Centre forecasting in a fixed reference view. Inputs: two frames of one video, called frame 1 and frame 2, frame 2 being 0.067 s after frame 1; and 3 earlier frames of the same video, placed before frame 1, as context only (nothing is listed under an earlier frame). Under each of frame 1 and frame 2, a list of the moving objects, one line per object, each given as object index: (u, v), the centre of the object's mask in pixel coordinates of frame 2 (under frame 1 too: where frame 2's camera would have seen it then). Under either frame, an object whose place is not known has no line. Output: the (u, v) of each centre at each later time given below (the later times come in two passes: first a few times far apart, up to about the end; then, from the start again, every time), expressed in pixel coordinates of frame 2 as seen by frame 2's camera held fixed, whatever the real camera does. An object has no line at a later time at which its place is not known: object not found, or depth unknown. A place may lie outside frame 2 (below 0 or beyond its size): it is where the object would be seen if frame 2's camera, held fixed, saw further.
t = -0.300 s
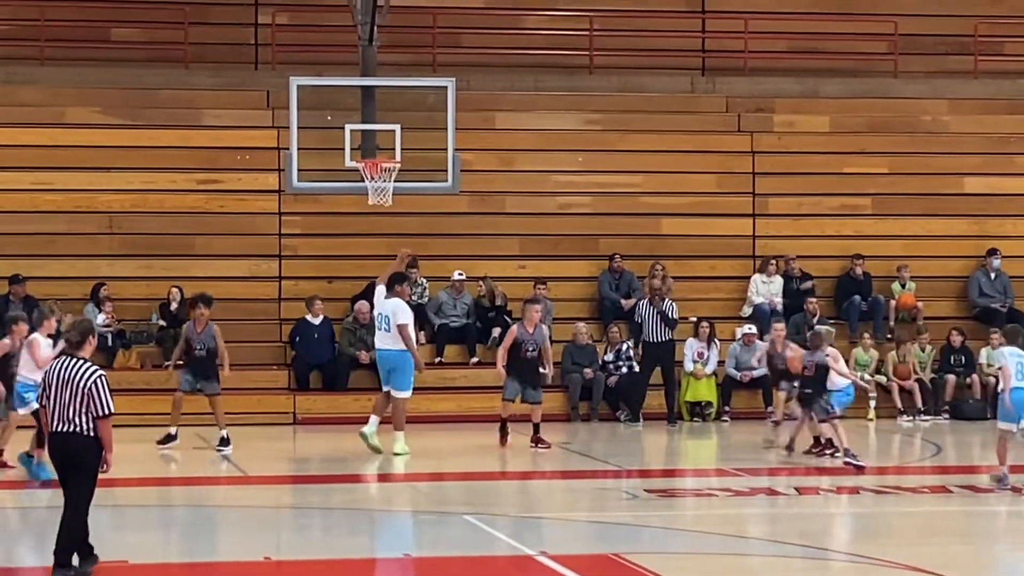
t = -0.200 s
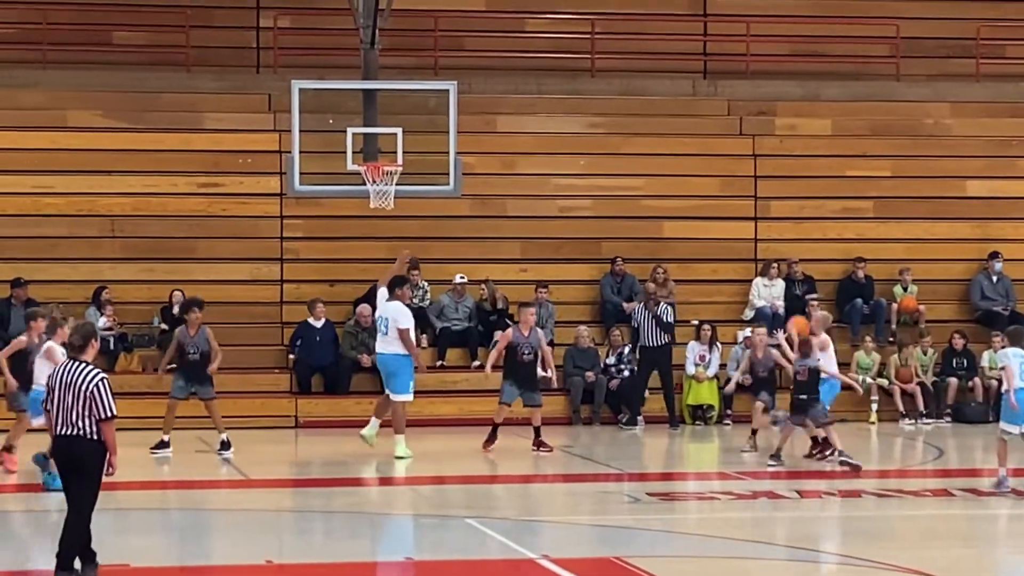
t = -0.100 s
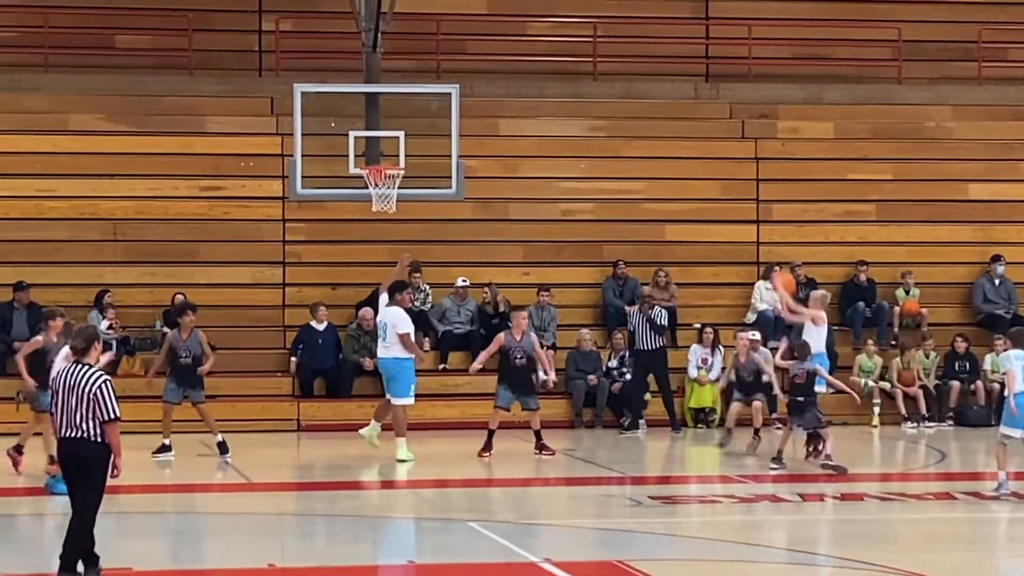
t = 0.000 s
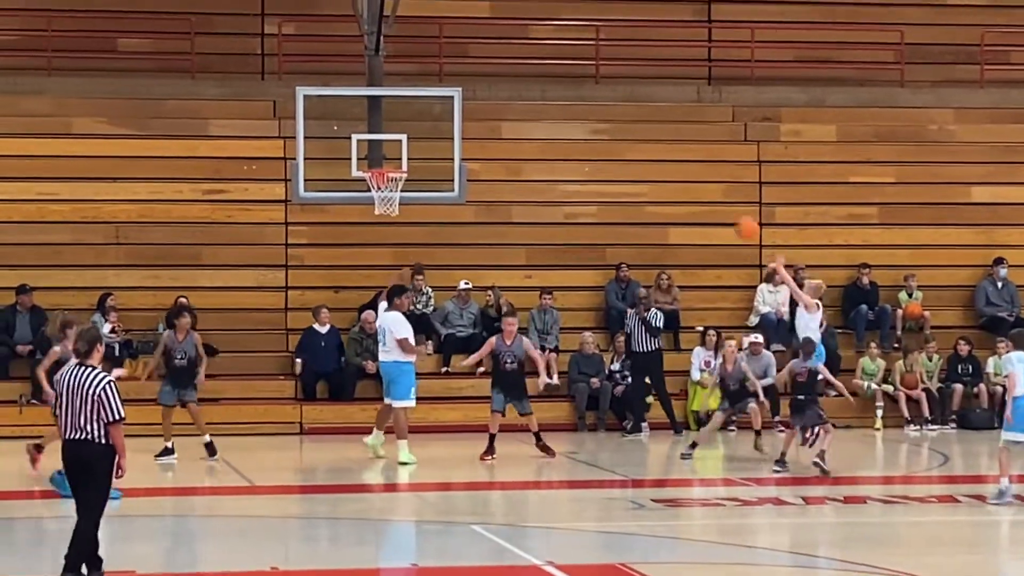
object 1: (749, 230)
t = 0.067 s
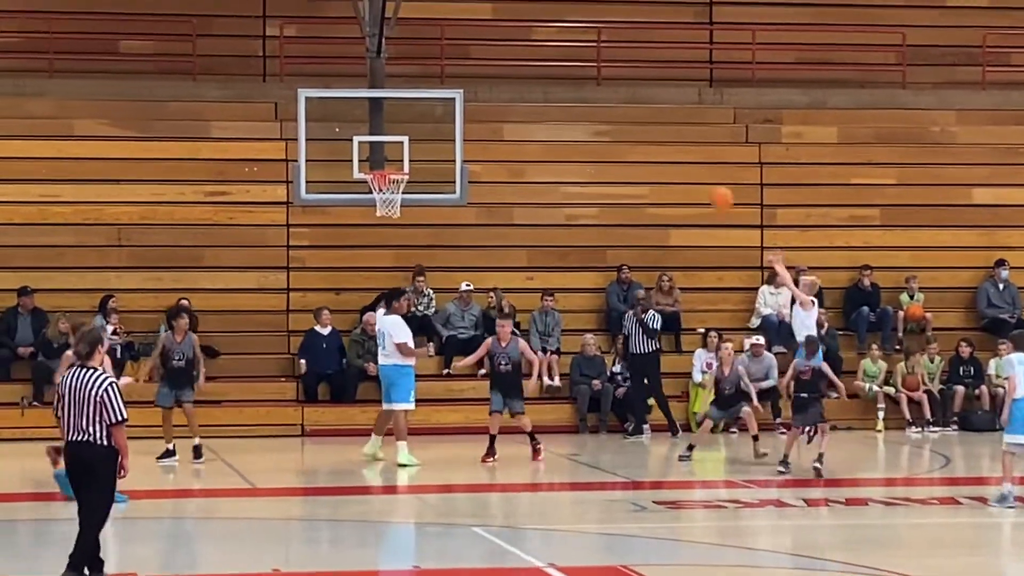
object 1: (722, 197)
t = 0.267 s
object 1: (642, 127)
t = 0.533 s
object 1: (540, 95)
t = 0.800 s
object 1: (442, 128)
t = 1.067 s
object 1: (374, 154)
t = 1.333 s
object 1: (363, 132)
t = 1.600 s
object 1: (353, 175)
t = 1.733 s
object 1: (348, 221)
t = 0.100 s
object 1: (708, 180)
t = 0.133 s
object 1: (695, 169)
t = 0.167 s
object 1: (681, 157)
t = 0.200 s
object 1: (667, 146)
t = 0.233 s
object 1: (654, 135)
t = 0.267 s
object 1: (642, 127)
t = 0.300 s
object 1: (628, 119)
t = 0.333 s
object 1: (616, 113)
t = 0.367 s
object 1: (603, 107)
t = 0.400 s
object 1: (590, 102)
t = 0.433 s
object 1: (578, 99)
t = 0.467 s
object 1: (565, 97)
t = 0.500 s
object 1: (553, 96)
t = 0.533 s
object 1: (540, 95)
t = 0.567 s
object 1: (528, 96)
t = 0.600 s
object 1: (516, 97)
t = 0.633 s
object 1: (503, 100)
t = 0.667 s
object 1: (491, 104)
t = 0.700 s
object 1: (479, 110)
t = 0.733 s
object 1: (467, 114)
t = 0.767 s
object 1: (454, 121)
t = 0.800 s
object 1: (442, 128)
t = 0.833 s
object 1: (431, 136)
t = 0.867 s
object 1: (420, 145)
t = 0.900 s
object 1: (408, 157)
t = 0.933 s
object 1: (397, 163)
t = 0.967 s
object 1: (387, 164)
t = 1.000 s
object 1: (378, 164)
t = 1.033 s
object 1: (375, 161)
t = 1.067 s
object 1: (374, 154)
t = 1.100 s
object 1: (373, 149)
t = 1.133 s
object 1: (371, 142)
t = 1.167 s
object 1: (369, 138)
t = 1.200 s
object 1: (368, 135)
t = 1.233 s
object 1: (367, 133)
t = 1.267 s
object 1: (366, 131)
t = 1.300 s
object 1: (364, 131)
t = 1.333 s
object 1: (363, 132)
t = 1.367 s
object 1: (361, 133)
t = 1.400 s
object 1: (360, 136)
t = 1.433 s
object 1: (359, 140)
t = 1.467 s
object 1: (359, 144)
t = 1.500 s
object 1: (357, 151)
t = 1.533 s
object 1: (355, 156)
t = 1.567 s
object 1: (354, 165)
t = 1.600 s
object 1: (353, 175)
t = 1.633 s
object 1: (351, 184)
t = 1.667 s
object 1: (350, 195)
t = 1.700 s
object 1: (349, 205)
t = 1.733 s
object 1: (348, 221)
